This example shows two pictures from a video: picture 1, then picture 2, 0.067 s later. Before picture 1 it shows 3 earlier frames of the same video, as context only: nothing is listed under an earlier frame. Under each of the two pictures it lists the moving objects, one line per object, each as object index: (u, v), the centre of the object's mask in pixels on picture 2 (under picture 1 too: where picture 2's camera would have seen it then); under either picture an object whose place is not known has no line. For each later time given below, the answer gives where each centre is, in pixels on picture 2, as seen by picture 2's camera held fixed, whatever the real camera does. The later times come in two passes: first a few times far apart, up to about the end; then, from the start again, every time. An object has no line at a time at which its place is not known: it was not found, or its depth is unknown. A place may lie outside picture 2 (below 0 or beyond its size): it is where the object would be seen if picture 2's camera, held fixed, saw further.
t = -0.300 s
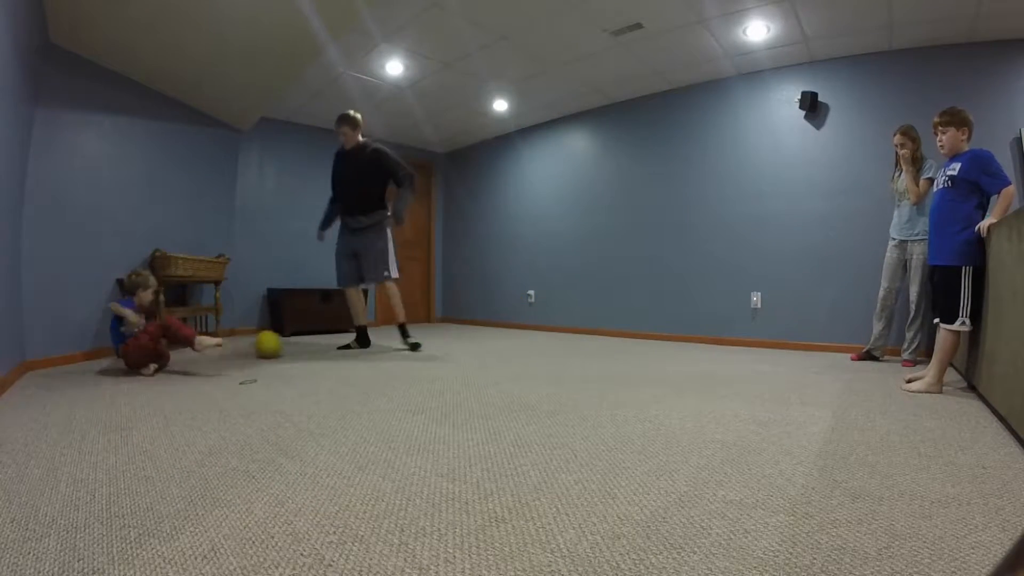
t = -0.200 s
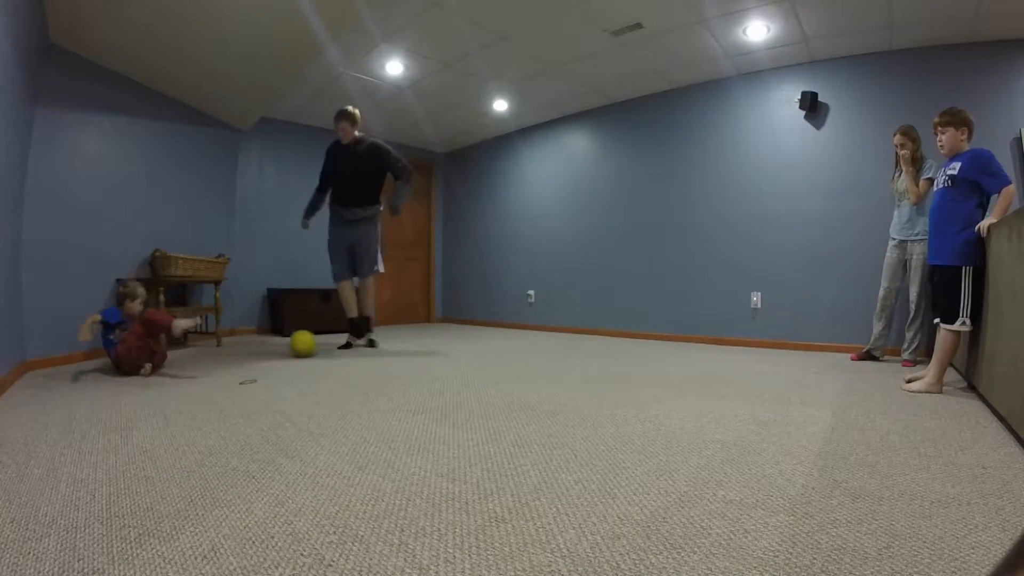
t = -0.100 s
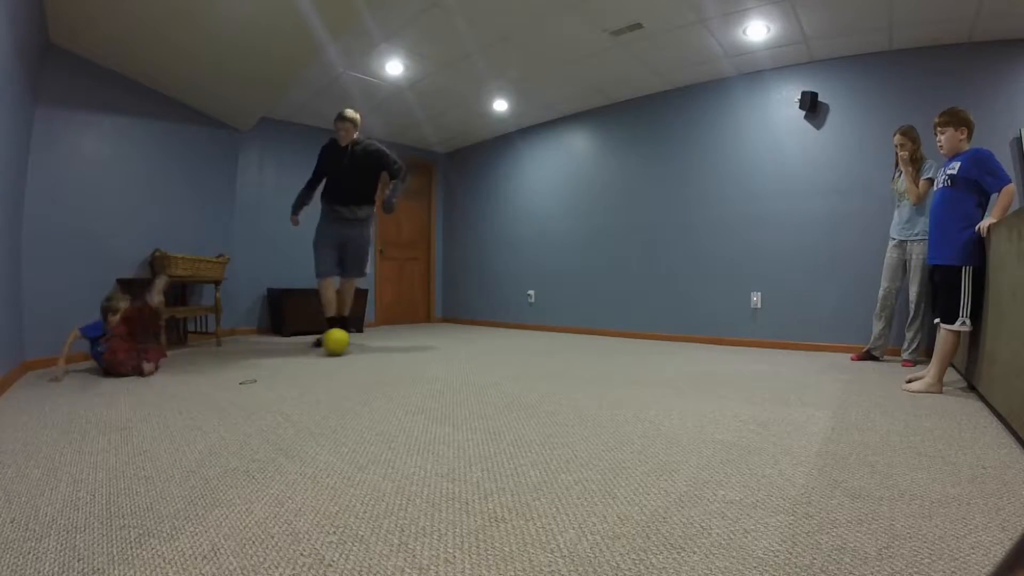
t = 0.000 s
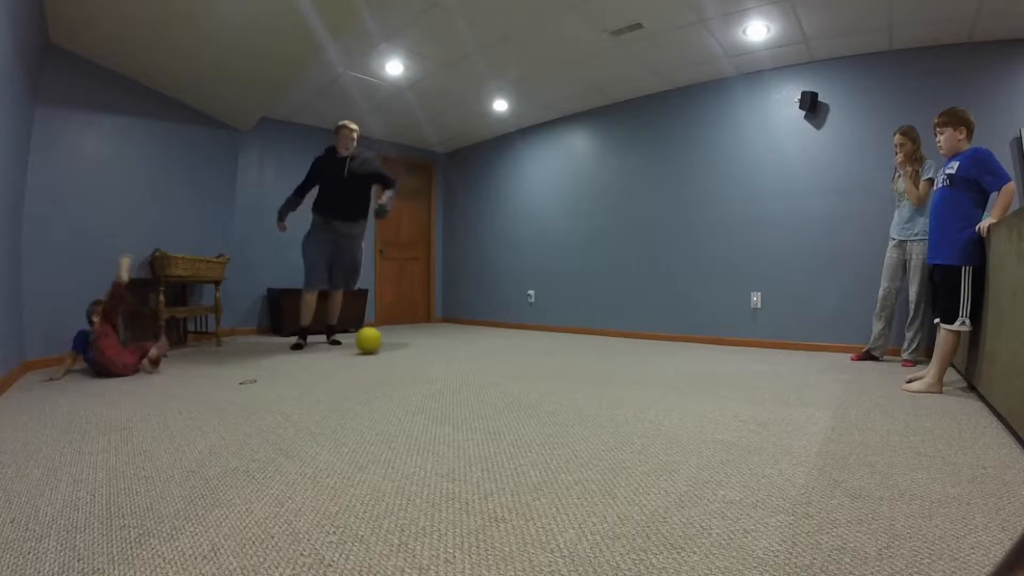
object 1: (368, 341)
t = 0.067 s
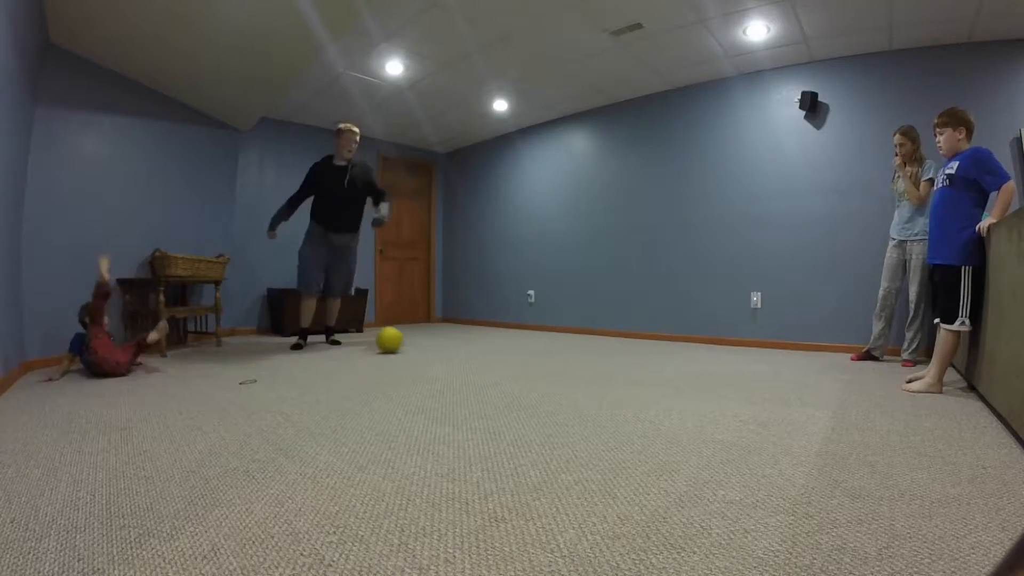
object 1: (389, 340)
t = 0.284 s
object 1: (453, 337)
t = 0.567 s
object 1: (524, 334)
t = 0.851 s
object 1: (582, 330)
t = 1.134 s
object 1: (608, 325)
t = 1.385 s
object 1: (601, 332)
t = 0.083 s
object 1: (395, 340)
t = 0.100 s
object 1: (399, 340)
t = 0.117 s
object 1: (405, 339)
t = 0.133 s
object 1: (410, 339)
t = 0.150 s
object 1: (414, 339)
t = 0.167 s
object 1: (419, 339)
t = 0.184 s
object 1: (424, 339)
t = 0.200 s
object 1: (429, 338)
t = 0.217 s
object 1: (434, 338)
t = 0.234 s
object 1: (438, 338)
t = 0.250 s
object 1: (443, 338)
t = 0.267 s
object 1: (448, 337)
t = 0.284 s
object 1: (453, 337)
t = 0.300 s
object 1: (457, 337)
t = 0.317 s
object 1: (462, 337)
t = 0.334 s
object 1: (466, 337)
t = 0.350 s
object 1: (470, 337)
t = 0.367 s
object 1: (475, 337)
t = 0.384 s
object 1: (480, 336)
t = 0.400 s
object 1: (484, 336)
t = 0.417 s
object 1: (488, 336)
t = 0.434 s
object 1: (492, 336)
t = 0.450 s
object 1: (496, 336)
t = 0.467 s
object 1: (500, 335)
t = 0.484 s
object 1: (504, 335)
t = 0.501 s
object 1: (508, 335)
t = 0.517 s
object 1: (513, 334)
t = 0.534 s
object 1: (516, 334)
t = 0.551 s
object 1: (520, 334)
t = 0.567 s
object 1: (524, 334)
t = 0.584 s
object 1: (528, 334)
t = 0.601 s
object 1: (531, 333)
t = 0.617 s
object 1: (535, 333)
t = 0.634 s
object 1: (538, 333)
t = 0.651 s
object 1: (542, 333)
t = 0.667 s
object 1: (546, 333)
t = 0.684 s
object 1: (549, 332)
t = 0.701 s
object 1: (552, 332)
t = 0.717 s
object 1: (556, 332)
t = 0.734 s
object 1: (559, 332)
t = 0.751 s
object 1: (563, 332)
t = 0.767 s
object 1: (566, 331)
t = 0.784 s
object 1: (569, 331)
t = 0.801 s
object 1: (572, 331)
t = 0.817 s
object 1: (576, 331)
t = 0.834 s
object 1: (579, 331)
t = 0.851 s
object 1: (582, 330)
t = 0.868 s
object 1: (585, 330)
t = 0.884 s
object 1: (588, 330)
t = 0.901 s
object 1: (591, 330)
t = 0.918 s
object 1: (594, 329)
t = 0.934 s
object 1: (597, 329)
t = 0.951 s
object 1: (599, 329)
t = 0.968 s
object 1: (603, 328)
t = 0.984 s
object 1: (605, 328)
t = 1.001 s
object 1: (608, 328)
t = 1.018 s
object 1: (611, 328)
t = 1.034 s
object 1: (612, 327)
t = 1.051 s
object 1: (611, 327)
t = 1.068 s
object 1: (611, 326)
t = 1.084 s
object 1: (611, 325)
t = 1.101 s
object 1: (610, 325)
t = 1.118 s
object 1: (609, 325)
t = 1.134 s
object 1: (608, 325)
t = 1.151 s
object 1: (608, 325)
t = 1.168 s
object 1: (606, 326)
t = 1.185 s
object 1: (606, 327)
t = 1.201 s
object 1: (604, 329)
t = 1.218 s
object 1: (603, 330)
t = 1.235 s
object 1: (603, 331)
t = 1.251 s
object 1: (603, 331)
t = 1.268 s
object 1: (603, 330)
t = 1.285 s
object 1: (603, 330)
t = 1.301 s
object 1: (602, 330)
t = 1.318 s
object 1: (602, 330)
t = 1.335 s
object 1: (602, 329)
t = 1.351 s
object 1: (602, 330)
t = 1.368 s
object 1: (601, 331)
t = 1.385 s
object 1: (601, 332)
